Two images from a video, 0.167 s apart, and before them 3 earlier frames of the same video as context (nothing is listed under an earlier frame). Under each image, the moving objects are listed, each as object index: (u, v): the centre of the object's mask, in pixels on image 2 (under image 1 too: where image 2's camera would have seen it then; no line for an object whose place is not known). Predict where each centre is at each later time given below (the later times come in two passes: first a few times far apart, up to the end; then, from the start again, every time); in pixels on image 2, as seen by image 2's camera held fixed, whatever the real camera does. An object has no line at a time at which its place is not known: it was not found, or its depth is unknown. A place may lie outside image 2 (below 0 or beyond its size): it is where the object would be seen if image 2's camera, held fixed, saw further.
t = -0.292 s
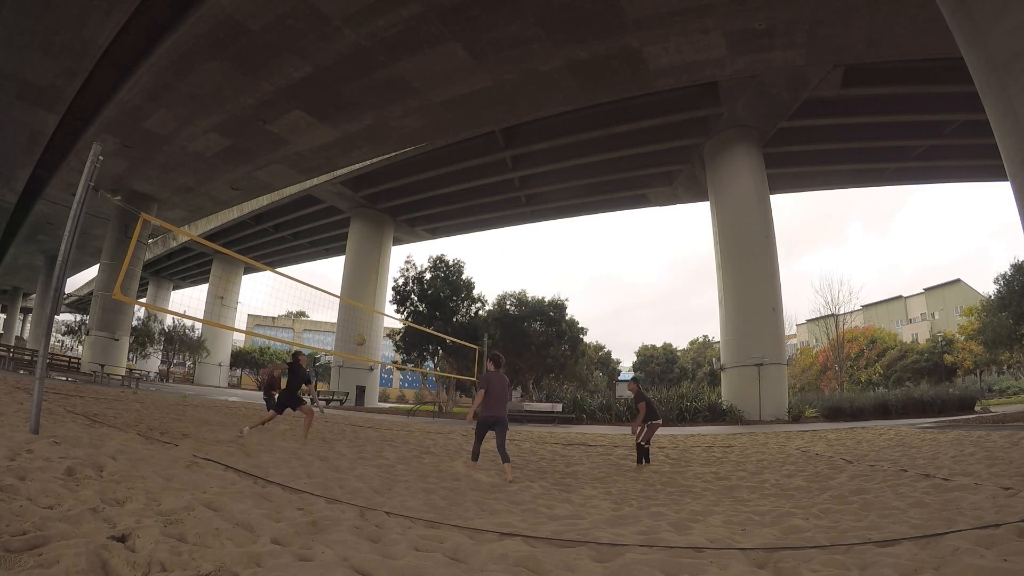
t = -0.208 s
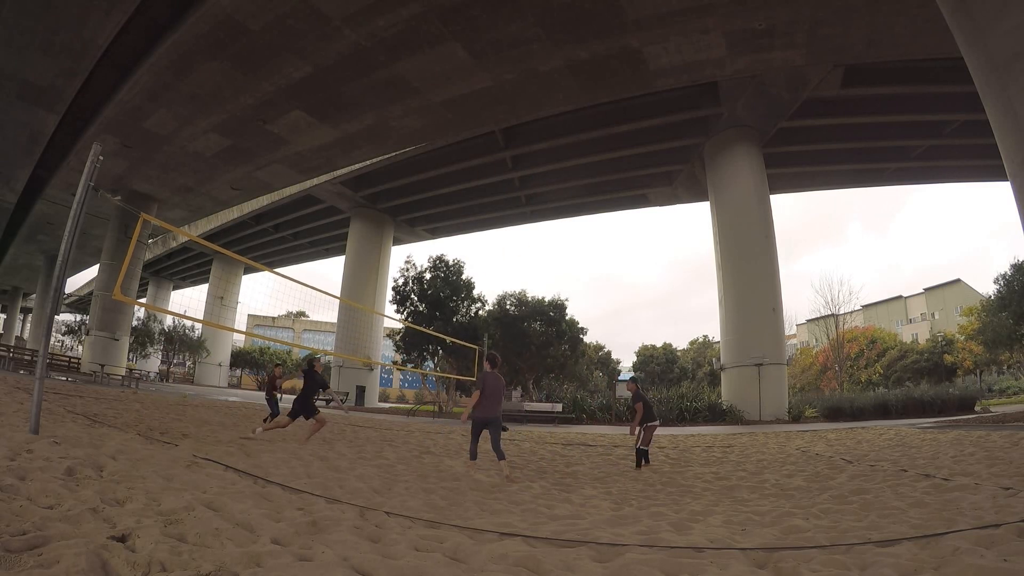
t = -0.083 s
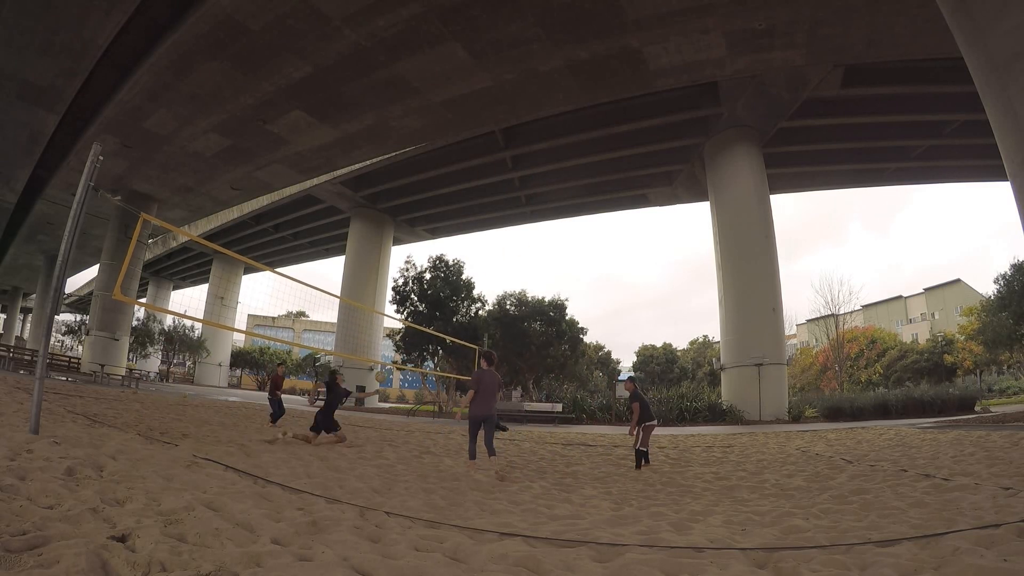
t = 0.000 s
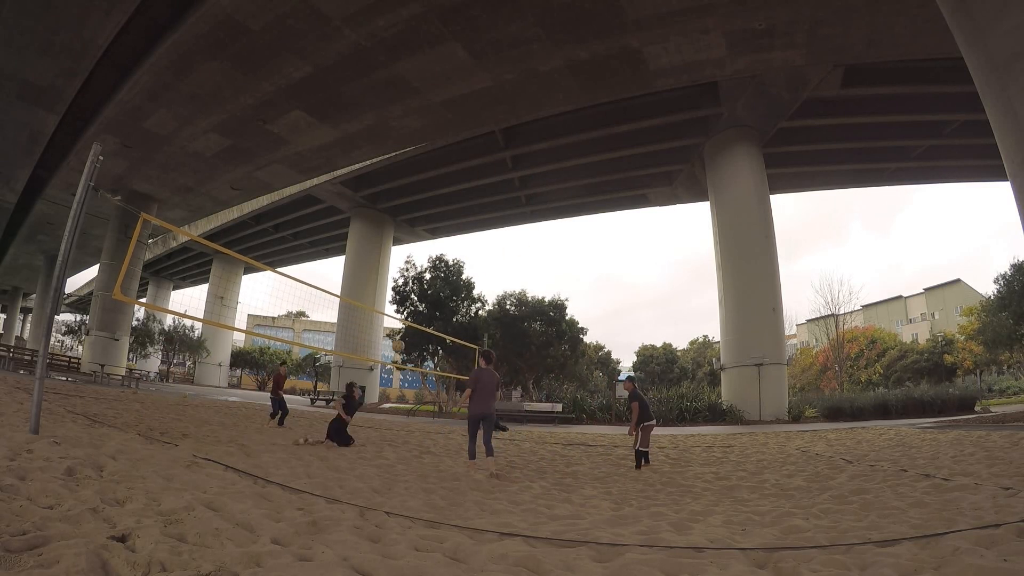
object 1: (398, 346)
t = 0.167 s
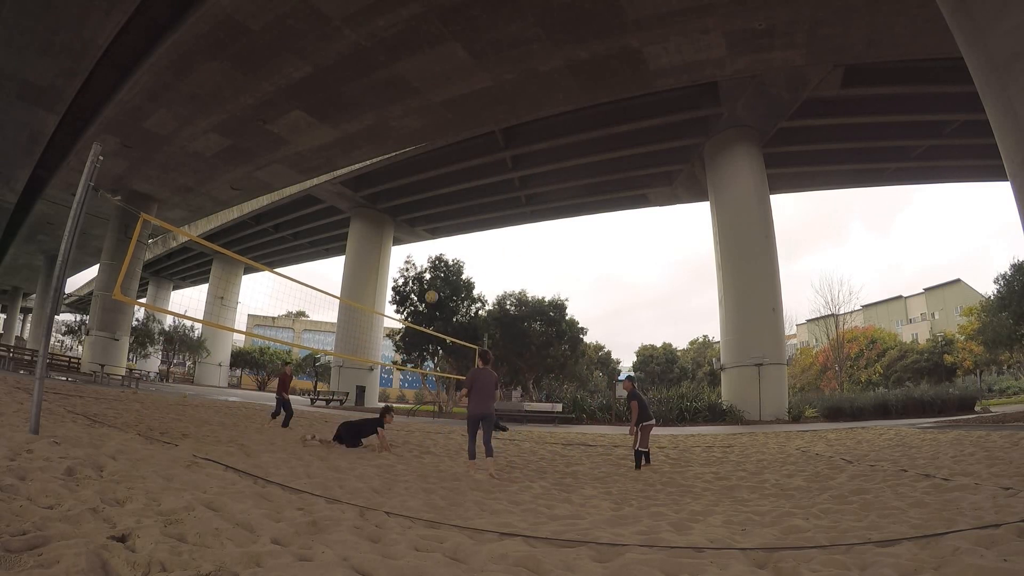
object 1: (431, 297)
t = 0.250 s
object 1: (448, 278)
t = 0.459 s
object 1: (488, 247)
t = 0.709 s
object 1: (537, 240)
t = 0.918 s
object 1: (578, 261)
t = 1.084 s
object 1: (613, 297)
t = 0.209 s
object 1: (440, 286)
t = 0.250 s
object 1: (448, 278)
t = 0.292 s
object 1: (456, 269)
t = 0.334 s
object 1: (464, 263)
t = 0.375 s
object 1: (472, 256)
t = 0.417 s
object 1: (480, 251)
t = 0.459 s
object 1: (488, 247)
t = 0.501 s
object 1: (496, 242)
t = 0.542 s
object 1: (504, 241)
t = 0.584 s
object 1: (512, 239)
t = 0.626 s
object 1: (520, 238)
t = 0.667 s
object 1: (528, 239)
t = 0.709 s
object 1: (537, 240)
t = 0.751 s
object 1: (545, 242)
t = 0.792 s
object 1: (553, 245)
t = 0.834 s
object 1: (561, 249)
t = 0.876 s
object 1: (570, 255)
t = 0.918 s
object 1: (578, 261)
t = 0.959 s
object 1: (587, 268)
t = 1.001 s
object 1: (595, 276)
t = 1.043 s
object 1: (604, 286)
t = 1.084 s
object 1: (613, 297)
